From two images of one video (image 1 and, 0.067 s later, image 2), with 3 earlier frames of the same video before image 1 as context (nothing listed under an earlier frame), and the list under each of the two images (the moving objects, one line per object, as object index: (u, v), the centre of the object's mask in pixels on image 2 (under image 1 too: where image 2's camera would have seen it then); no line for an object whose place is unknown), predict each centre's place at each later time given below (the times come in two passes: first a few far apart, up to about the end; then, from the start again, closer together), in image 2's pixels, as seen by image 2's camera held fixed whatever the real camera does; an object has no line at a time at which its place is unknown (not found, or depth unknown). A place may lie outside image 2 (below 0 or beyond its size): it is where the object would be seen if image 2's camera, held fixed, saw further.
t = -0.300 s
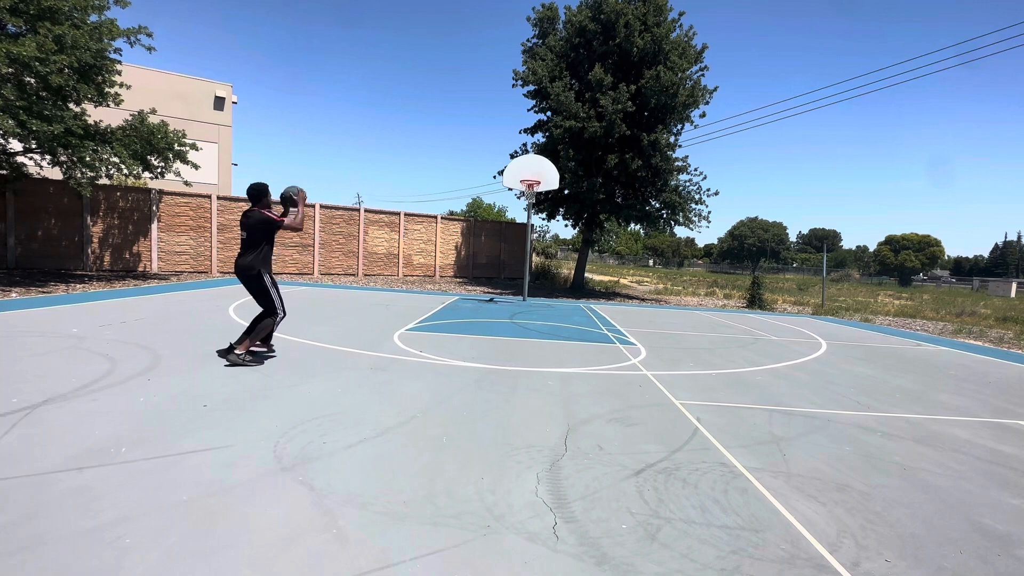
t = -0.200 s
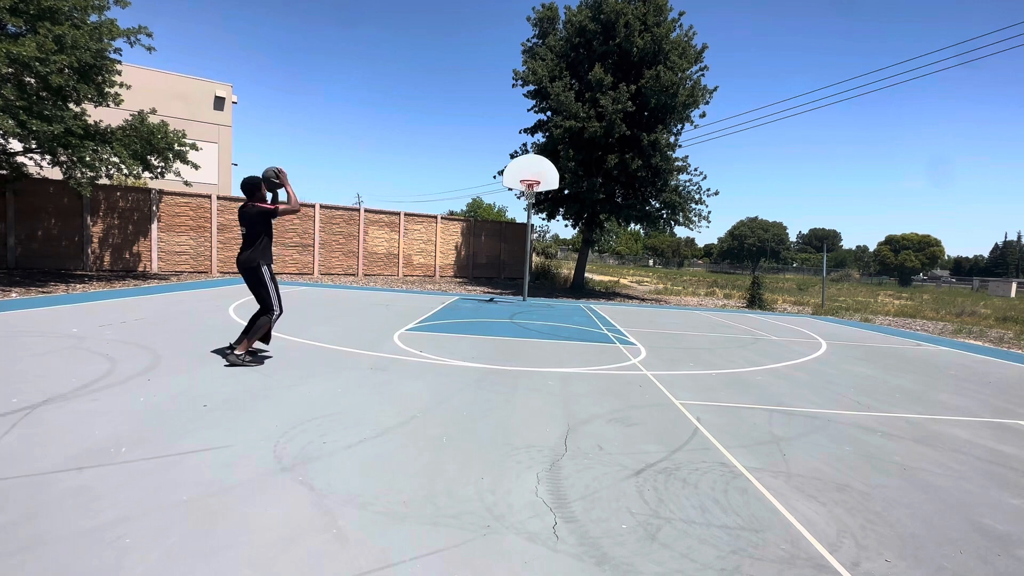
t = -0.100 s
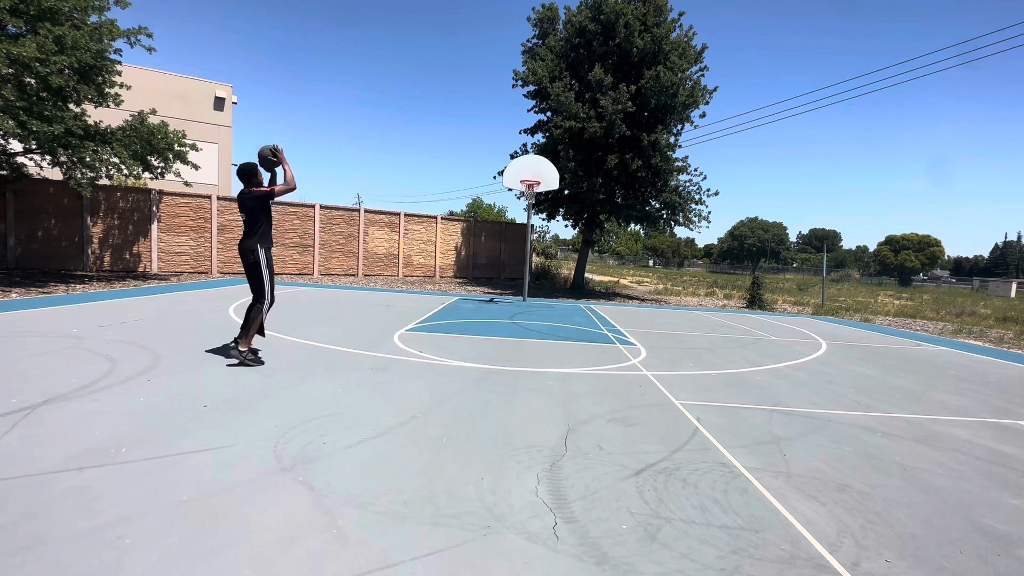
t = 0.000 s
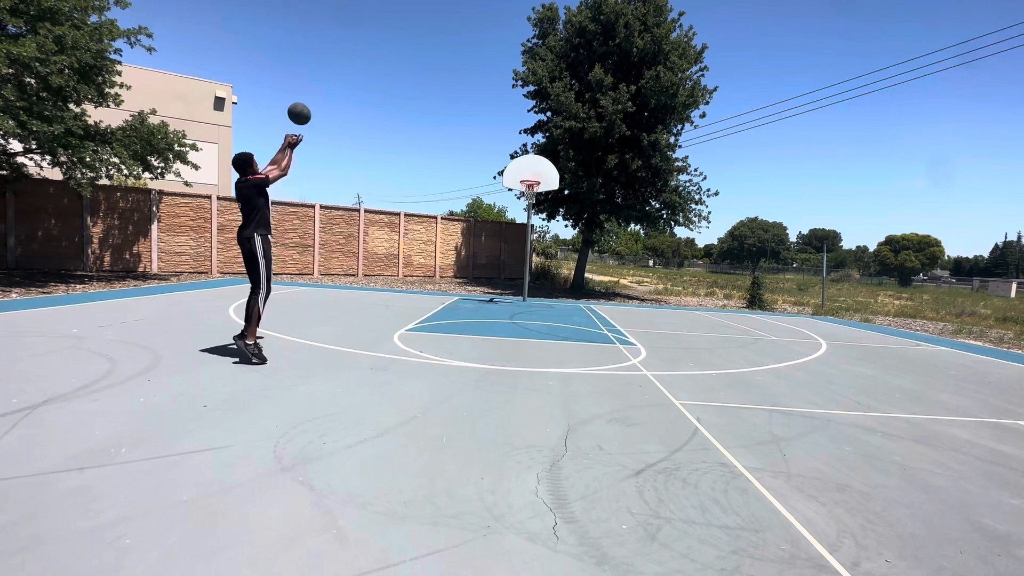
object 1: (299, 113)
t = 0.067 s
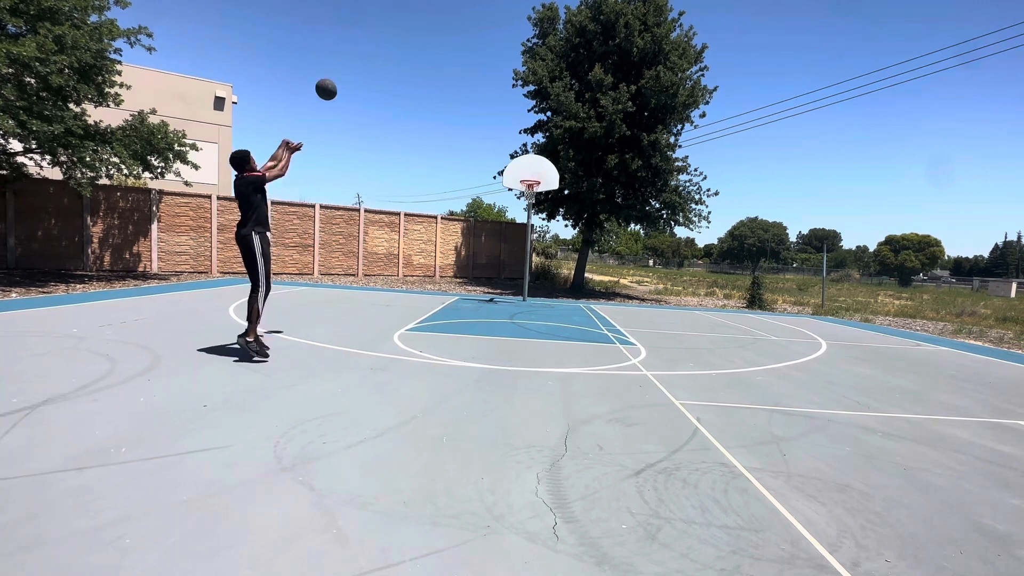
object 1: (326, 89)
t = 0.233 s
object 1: (382, 55)
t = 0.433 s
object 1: (431, 47)
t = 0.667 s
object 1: (473, 68)
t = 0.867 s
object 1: (500, 104)
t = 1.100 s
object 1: (524, 158)
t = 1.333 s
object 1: (526, 205)
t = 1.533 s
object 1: (517, 242)
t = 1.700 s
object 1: (508, 291)
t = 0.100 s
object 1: (338, 79)
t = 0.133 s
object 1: (350, 71)
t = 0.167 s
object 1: (361, 65)
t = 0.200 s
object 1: (372, 59)
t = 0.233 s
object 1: (382, 55)
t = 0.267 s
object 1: (391, 51)
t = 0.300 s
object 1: (400, 49)
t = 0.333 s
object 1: (408, 47)
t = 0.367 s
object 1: (416, 46)
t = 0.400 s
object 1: (424, 46)
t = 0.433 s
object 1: (431, 47)
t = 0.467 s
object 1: (438, 48)
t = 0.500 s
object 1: (445, 50)
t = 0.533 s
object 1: (451, 53)
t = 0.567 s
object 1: (457, 56)
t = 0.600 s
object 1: (463, 59)
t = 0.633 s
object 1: (468, 64)
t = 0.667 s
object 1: (473, 68)
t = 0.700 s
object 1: (478, 74)
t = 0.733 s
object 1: (483, 79)
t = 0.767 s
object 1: (488, 85)
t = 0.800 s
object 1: (492, 91)
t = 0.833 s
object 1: (496, 97)
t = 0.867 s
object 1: (500, 104)
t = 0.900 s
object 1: (504, 111)
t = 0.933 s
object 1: (508, 118)
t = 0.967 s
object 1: (511, 126)
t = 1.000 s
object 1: (515, 134)
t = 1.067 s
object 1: (522, 150)
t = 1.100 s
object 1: (524, 158)
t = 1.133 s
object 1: (527, 167)
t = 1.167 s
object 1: (530, 175)
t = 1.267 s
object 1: (529, 196)
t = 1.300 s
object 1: (527, 199)
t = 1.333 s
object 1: (526, 205)
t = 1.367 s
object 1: (525, 210)
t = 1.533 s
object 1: (517, 242)
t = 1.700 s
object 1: (508, 291)
